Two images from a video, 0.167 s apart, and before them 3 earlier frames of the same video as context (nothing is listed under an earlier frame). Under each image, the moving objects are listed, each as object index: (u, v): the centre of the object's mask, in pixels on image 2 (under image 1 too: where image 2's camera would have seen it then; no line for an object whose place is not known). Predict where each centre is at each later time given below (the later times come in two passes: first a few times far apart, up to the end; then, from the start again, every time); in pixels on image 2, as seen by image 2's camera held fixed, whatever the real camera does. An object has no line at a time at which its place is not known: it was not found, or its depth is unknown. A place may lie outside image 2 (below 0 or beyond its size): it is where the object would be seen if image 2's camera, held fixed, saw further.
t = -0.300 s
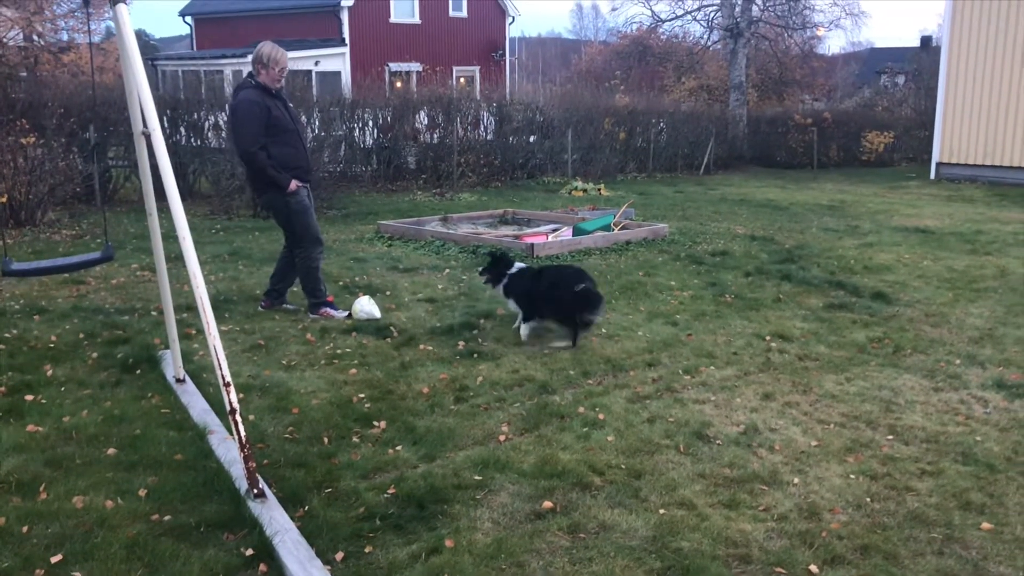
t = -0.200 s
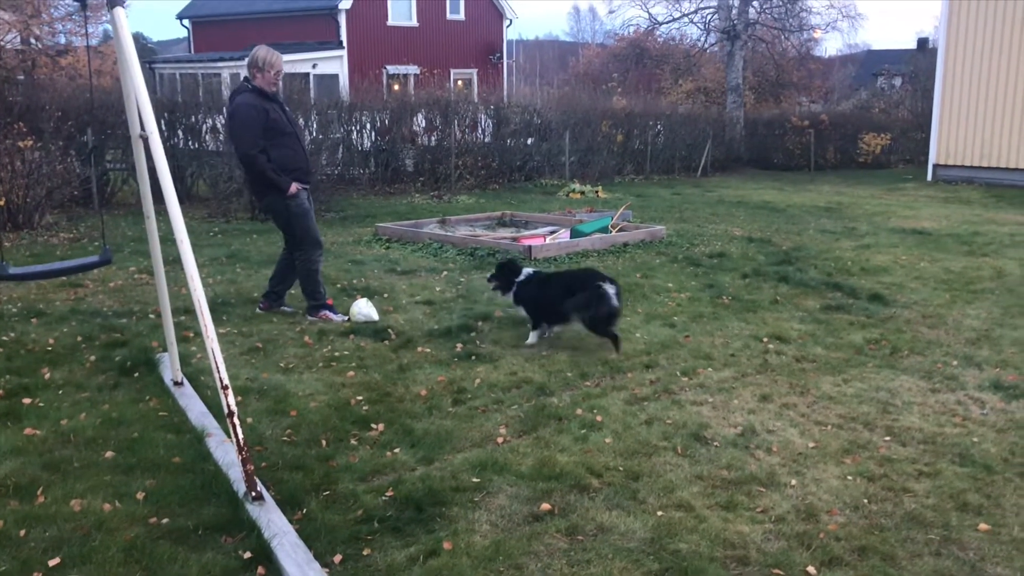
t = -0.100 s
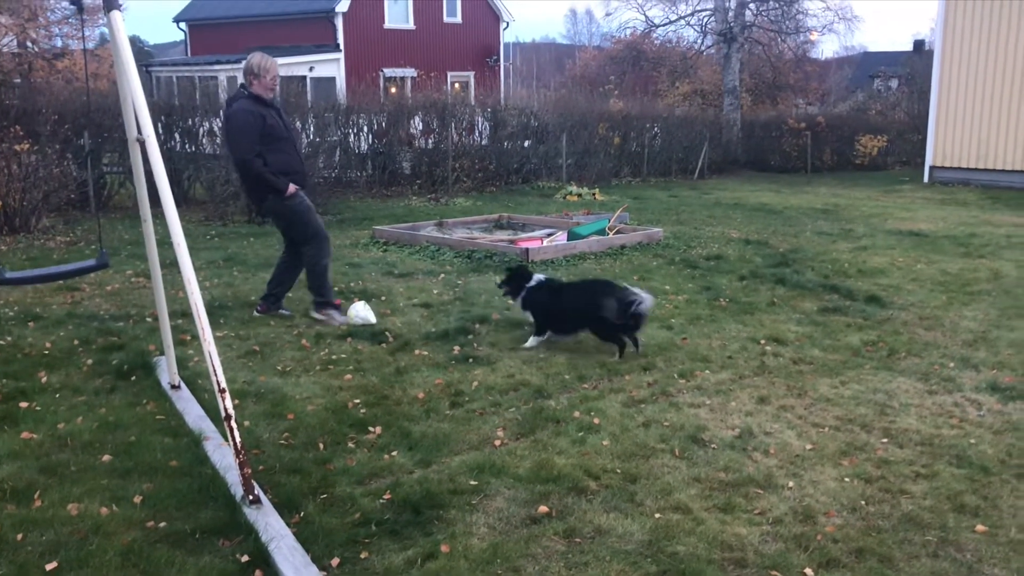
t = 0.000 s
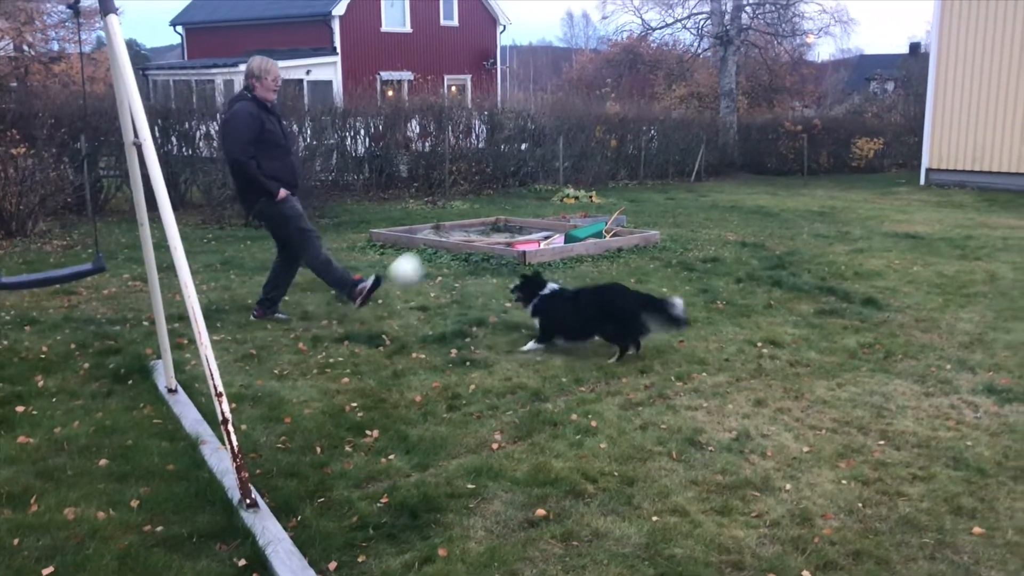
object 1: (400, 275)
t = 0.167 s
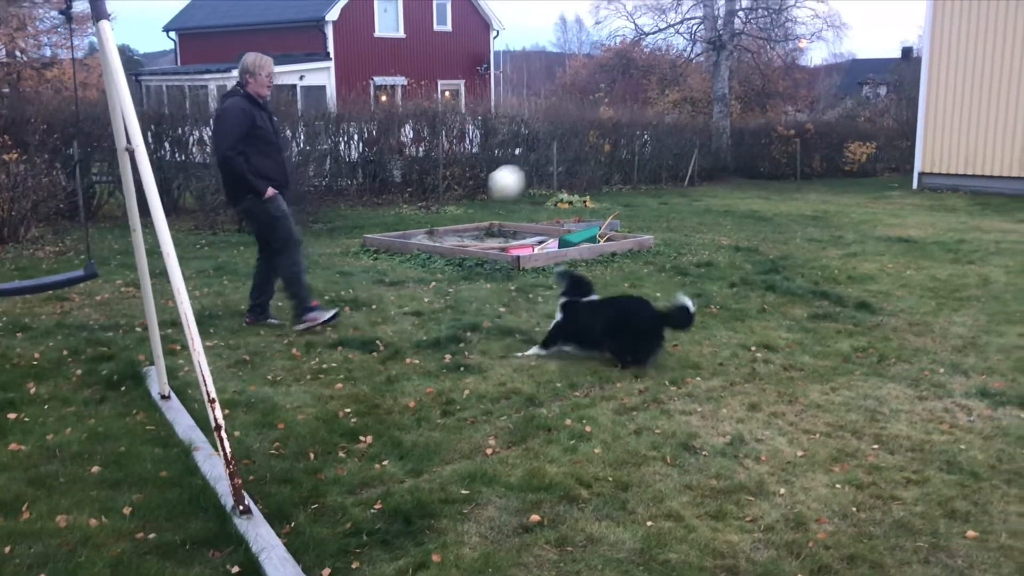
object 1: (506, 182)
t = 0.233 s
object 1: (554, 155)
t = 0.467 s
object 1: (735, 113)
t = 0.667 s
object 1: (908, 158)
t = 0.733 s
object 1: (972, 194)
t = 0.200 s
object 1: (530, 168)
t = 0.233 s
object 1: (554, 155)
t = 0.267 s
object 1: (579, 144)
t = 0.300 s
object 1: (604, 134)
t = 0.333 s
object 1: (629, 127)
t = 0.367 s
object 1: (655, 121)
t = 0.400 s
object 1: (681, 116)
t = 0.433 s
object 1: (707, 114)
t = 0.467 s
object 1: (735, 113)
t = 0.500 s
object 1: (763, 115)
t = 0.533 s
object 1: (791, 119)
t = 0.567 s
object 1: (820, 126)
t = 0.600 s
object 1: (849, 135)
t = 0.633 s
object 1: (879, 146)
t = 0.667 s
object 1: (908, 158)
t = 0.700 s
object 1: (943, 175)
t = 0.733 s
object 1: (972, 194)
